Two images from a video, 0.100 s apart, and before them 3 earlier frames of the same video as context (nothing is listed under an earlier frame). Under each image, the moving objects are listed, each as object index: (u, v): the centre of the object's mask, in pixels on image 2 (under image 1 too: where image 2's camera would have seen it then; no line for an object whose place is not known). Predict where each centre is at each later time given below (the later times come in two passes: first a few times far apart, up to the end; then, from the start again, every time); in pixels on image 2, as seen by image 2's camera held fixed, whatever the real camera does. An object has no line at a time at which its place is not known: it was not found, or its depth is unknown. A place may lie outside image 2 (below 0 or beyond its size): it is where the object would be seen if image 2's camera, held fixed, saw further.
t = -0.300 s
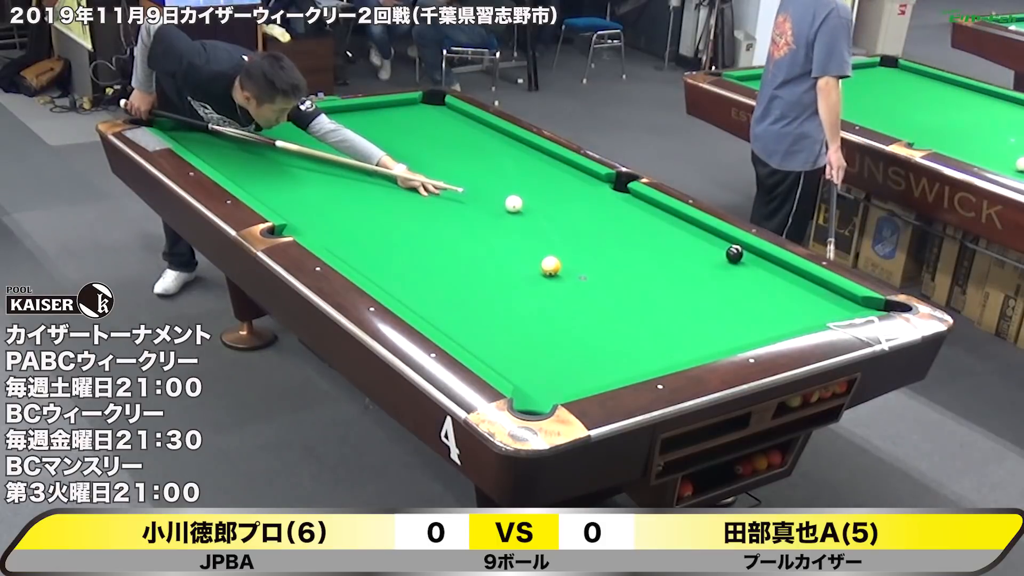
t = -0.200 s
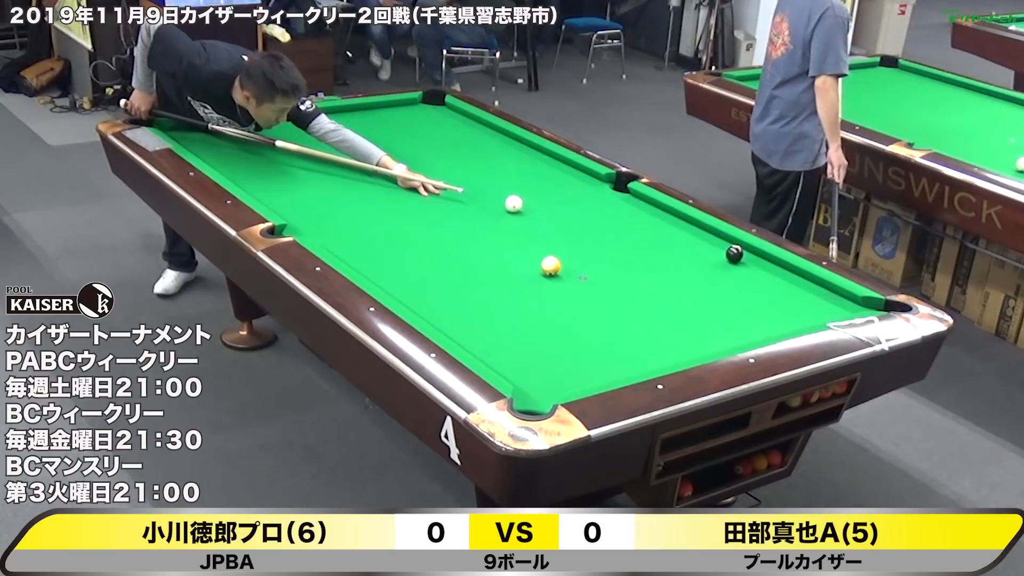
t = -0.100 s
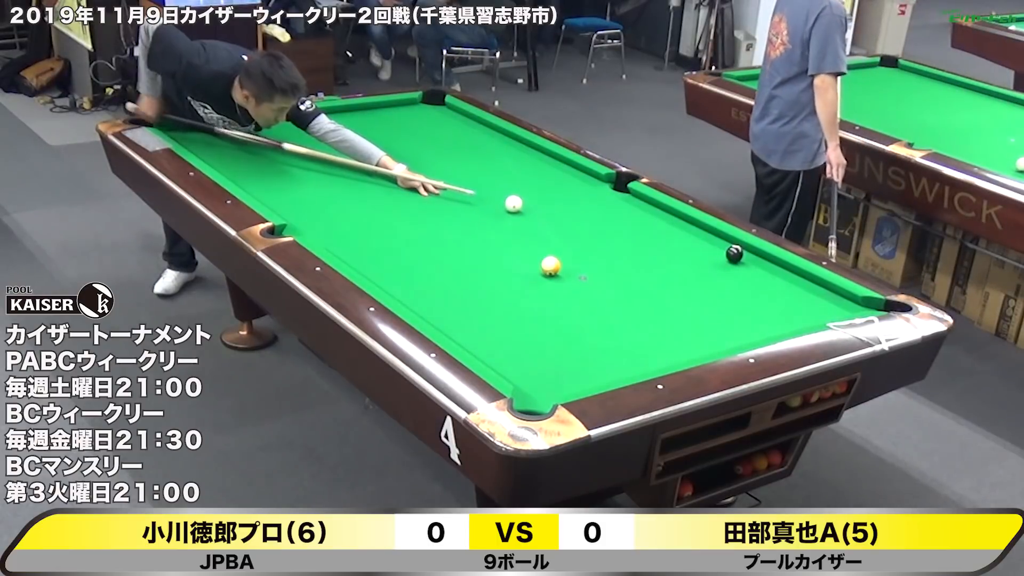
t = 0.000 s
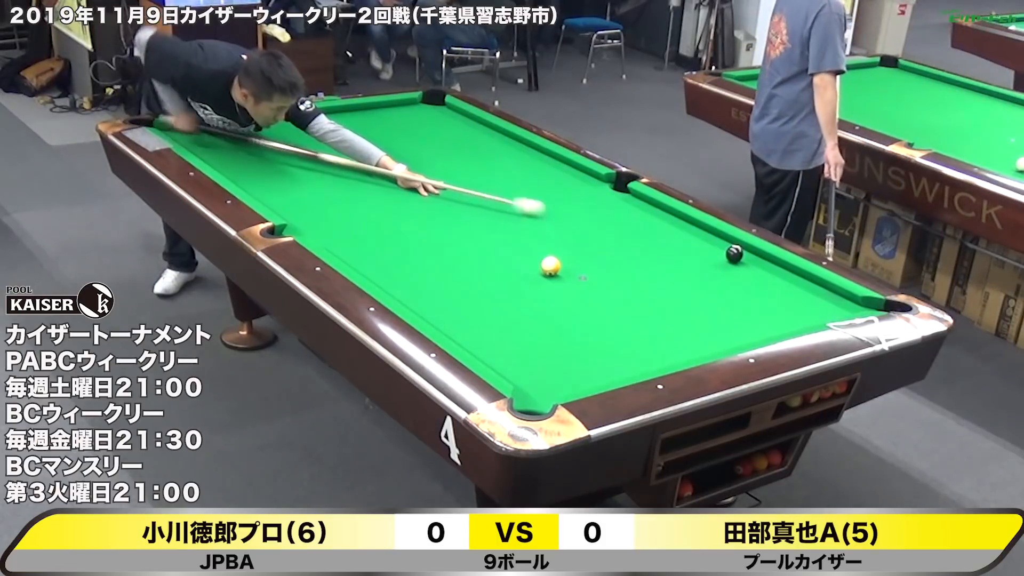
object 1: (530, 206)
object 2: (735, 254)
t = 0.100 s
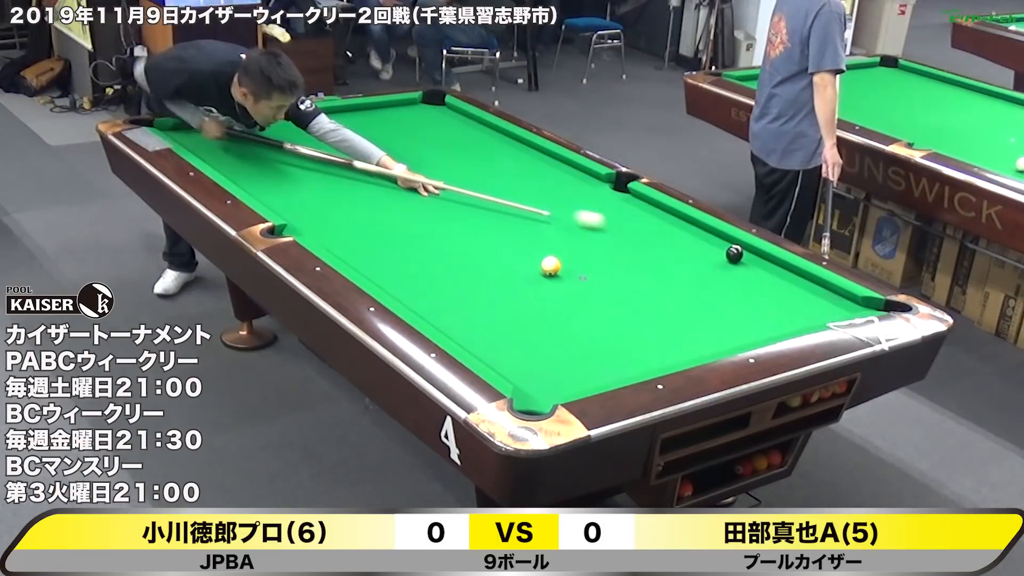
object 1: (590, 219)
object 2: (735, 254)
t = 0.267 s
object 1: (688, 240)
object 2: (735, 254)
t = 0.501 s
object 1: (738, 253)
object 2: (807, 283)
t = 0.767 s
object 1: (746, 278)
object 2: (881, 307)
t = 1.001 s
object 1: (754, 302)
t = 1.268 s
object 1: (764, 328)
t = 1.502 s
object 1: (729, 332)
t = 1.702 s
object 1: (691, 329)
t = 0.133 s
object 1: (609, 223)
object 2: (735, 254)
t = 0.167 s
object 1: (629, 227)
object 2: (735, 254)
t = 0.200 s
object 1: (649, 232)
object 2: (735, 254)
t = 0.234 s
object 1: (668, 236)
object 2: (735, 254)
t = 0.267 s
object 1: (688, 240)
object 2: (735, 254)
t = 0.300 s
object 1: (709, 245)
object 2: (734, 254)
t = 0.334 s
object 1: (724, 247)
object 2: (740, 256)
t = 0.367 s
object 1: (732, 246)
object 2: (755, 261)
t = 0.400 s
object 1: (738, 245)
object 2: (770, 268)
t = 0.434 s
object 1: (739, 247)
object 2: (783, 274)
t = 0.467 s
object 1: (738, 250)
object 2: (794, 279)
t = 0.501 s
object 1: (738, 253)
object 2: (807, 283)
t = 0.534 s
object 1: (739, 256)
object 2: (819, 288)
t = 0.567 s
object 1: (740, 259)
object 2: (830, 294)
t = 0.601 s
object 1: (741, 262)
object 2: (841, 298)
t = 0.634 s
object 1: (742, 266)
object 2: (851, 303)
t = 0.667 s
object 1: (743, 269)
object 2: (862, 304)
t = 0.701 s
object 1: (744, 272)
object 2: (872, 306)
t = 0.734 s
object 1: (745, 275)
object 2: (876, 306)
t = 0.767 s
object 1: (746, 278)
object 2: (881, 307)
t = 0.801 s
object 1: (748, 282)
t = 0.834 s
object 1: (749, 285)
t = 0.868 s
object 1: (750, 288)
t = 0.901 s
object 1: (751, 292)
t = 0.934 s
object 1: (752, 295)
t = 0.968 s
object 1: (753, 298)
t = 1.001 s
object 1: (754, 302)
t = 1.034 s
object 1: (755, 305)
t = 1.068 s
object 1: (757, 309)
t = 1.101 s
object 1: (758, 312)
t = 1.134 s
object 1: (759, 316)
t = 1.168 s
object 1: (760, 320)
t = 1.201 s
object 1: (761, 323)
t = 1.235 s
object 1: (763, 326)
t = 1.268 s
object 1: (764, 328)
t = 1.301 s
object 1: (765, 331)
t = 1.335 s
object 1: (761, 332)
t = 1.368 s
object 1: (754, 332)
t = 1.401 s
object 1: (748, 332)
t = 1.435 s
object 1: (741, 332)
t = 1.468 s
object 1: (735, 333)
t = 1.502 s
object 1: (729, 332)
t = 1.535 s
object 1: (722, 331)
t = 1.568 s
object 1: (716, 331)
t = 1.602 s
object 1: (710, 330)
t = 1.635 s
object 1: (703, 330)
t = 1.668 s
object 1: (697, 329)
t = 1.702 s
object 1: (691, 329)
